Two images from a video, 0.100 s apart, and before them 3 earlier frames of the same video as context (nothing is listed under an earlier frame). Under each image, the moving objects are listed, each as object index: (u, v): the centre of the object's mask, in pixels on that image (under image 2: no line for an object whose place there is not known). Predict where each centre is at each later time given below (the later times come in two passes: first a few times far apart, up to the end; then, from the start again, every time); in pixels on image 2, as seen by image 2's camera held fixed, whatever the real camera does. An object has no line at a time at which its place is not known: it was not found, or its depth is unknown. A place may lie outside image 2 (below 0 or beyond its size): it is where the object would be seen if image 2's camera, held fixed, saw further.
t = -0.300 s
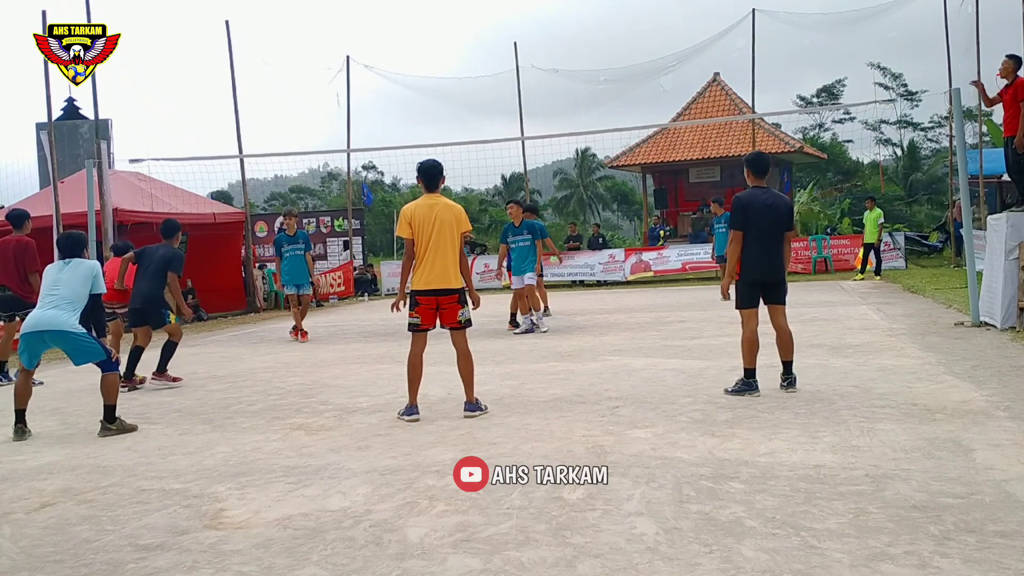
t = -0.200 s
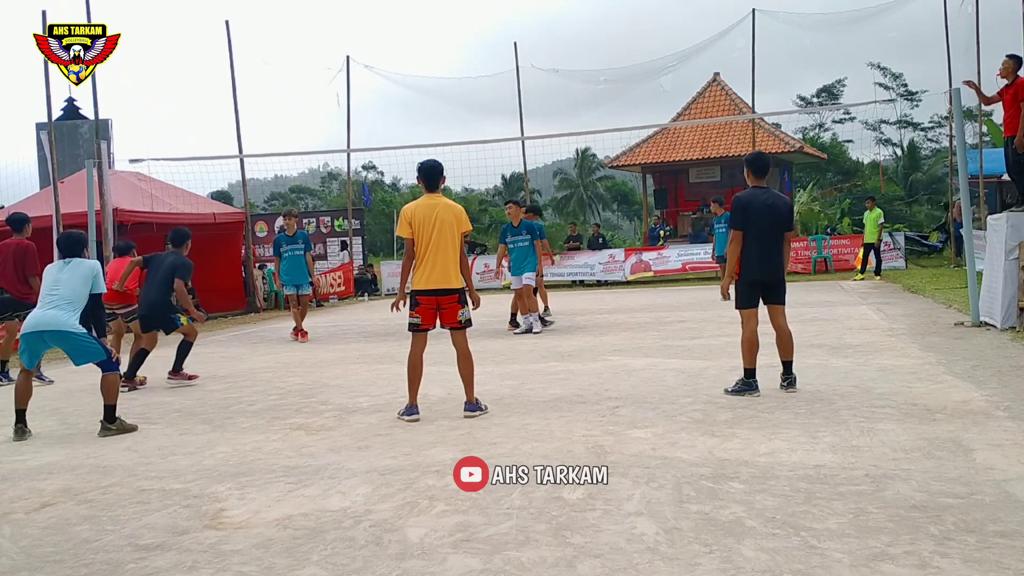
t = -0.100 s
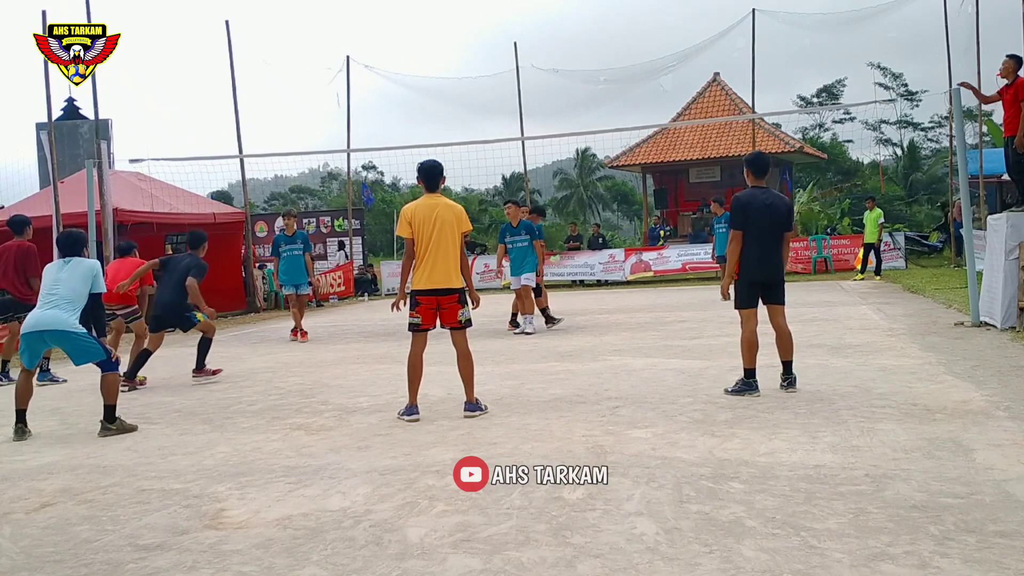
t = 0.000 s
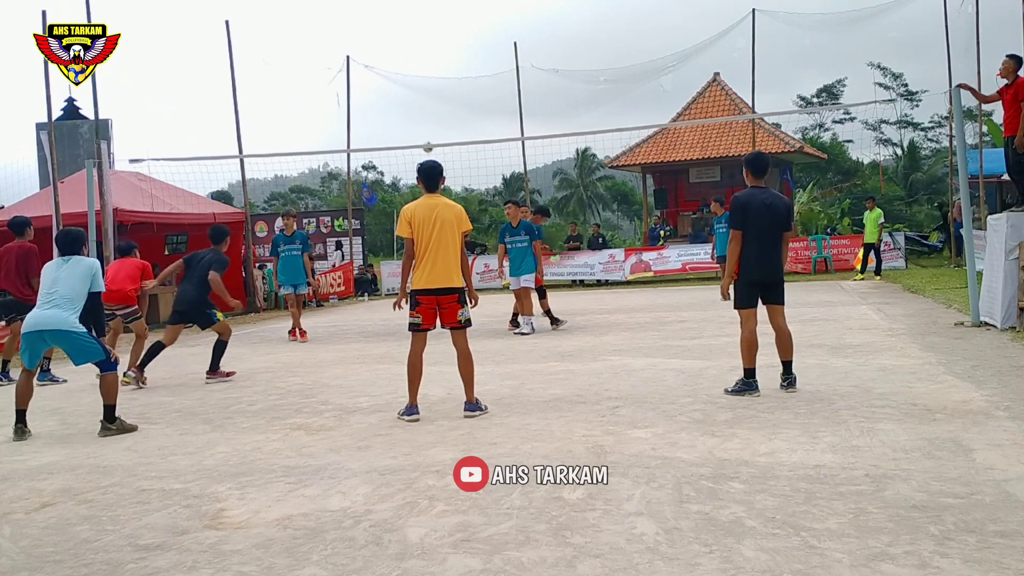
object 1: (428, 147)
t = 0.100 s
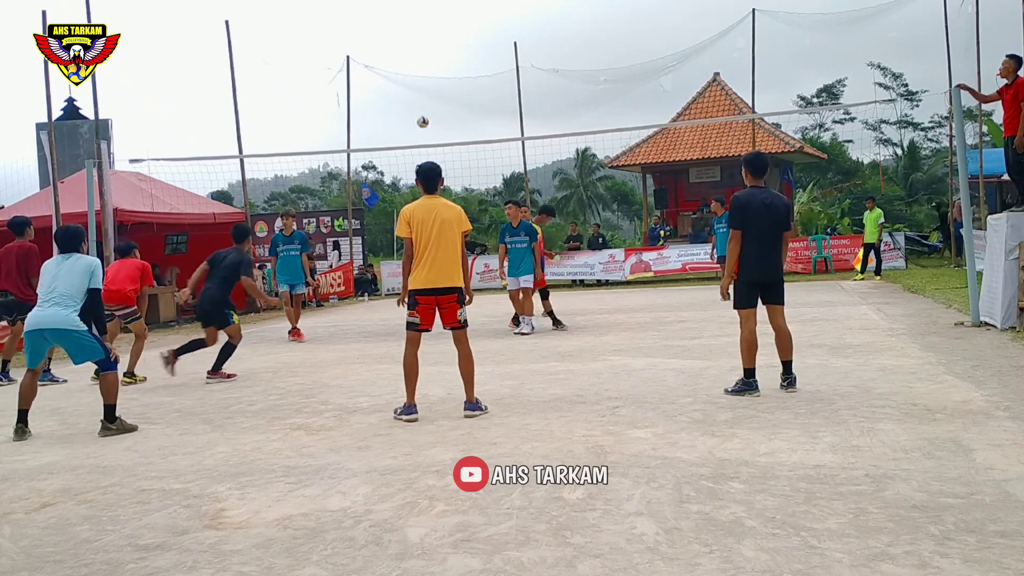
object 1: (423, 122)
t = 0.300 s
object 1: (410, 79)
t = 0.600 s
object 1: (386, 42)
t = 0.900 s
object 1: (347, 74)
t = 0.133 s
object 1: (421, 114)
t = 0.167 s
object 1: (419, 106)
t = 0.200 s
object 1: (416, 99)
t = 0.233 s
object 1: (415, 92)
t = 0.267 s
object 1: (412, 85)
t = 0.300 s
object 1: (410, 79)
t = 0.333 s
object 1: (408, 73)
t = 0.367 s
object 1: (405, 67)
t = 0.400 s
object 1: (403, 62)
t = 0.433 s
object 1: (400, 57)
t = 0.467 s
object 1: (398, 52)
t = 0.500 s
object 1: (395, 49)
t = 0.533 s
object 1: (392, 46)
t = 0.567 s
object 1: (389, 43)
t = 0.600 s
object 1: (386, 42)
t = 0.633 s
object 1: (383, 41)
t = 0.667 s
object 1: (380, 41)
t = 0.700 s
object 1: (376, 42)
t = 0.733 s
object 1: (372, 44)
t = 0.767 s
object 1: (367, 47)
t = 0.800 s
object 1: (363, 51)
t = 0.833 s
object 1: (358, 57)
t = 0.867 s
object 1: (352, 65)
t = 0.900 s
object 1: (347, 74)
